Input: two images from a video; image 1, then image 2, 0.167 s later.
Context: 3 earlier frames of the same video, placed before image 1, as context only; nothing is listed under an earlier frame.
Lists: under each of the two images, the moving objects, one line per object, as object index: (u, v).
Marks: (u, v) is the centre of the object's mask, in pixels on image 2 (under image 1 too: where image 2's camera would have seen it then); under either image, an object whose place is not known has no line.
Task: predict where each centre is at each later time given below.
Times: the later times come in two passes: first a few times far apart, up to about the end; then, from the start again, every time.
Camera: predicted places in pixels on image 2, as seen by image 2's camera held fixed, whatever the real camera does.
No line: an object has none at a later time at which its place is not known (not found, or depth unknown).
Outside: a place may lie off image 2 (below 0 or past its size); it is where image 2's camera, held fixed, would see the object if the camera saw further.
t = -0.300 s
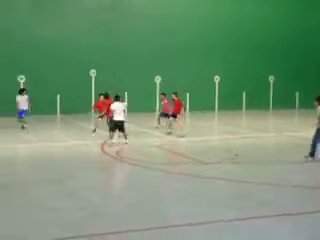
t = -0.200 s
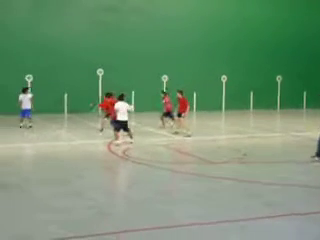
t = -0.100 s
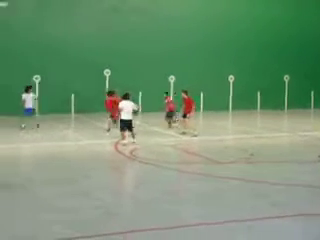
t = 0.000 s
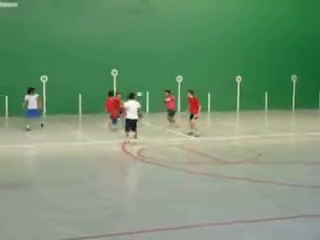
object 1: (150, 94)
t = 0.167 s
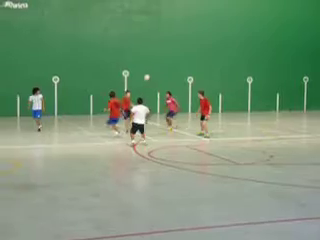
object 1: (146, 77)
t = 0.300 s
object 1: (143, 68)
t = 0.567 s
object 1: (136, 65)
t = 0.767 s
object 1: (131, 75)
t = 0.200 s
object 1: (145, 74)
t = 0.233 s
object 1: (144, 72)
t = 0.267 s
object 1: (144, 70)
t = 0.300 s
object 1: (143, 68)
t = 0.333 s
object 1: (142, 67)
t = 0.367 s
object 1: (142, 65)
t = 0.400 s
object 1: (141, 64)
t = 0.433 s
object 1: (139, 64)
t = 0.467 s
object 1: (138, 64)
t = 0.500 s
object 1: (138, 64)
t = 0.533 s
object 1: (137, 64)
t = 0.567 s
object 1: (136, 65)
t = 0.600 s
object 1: (135, 65)
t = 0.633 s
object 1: (135, 67)
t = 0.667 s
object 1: (133, 69)
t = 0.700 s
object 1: (133, 70)
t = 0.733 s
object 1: (132, 72)
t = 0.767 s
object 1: (131, 75)
